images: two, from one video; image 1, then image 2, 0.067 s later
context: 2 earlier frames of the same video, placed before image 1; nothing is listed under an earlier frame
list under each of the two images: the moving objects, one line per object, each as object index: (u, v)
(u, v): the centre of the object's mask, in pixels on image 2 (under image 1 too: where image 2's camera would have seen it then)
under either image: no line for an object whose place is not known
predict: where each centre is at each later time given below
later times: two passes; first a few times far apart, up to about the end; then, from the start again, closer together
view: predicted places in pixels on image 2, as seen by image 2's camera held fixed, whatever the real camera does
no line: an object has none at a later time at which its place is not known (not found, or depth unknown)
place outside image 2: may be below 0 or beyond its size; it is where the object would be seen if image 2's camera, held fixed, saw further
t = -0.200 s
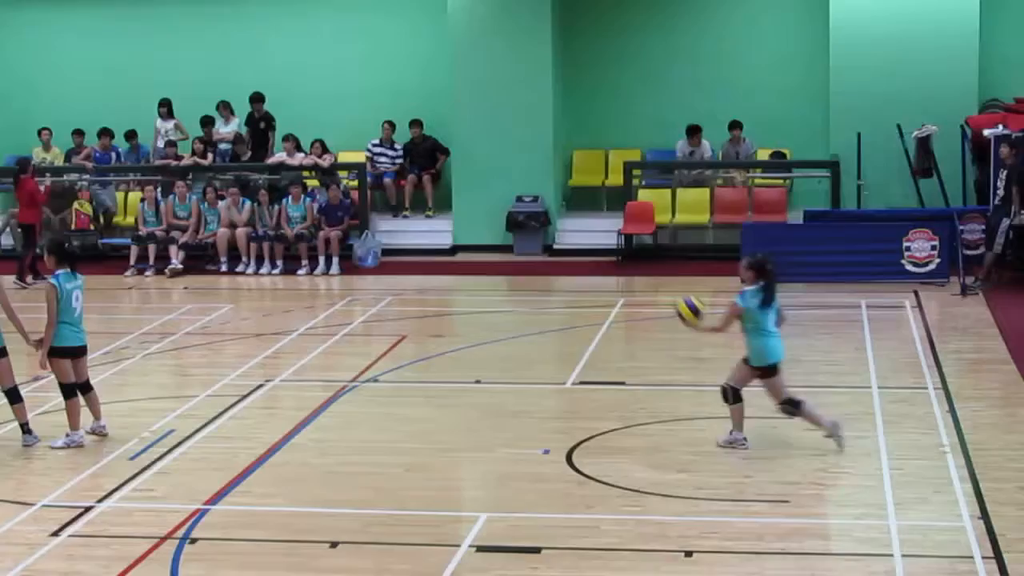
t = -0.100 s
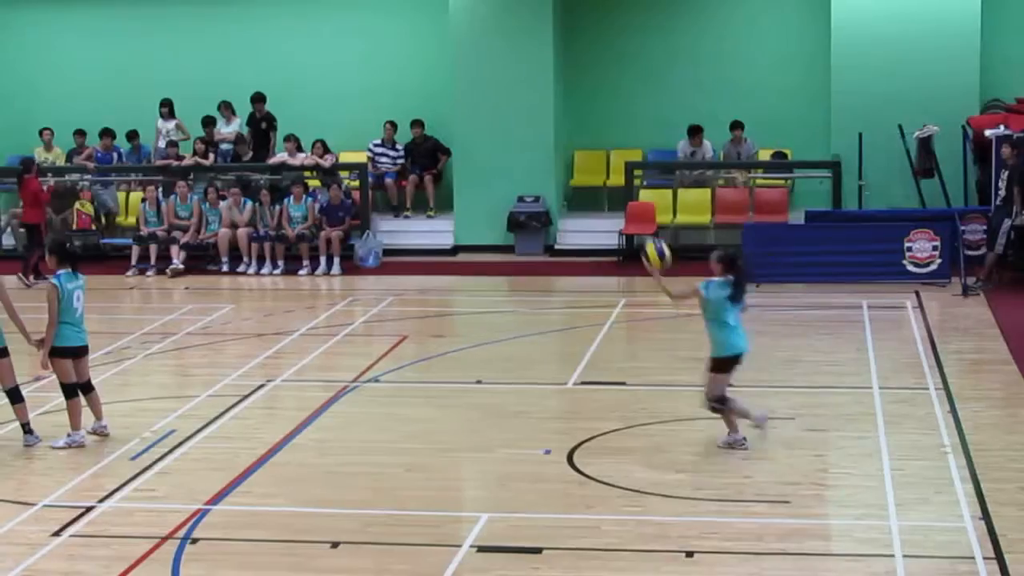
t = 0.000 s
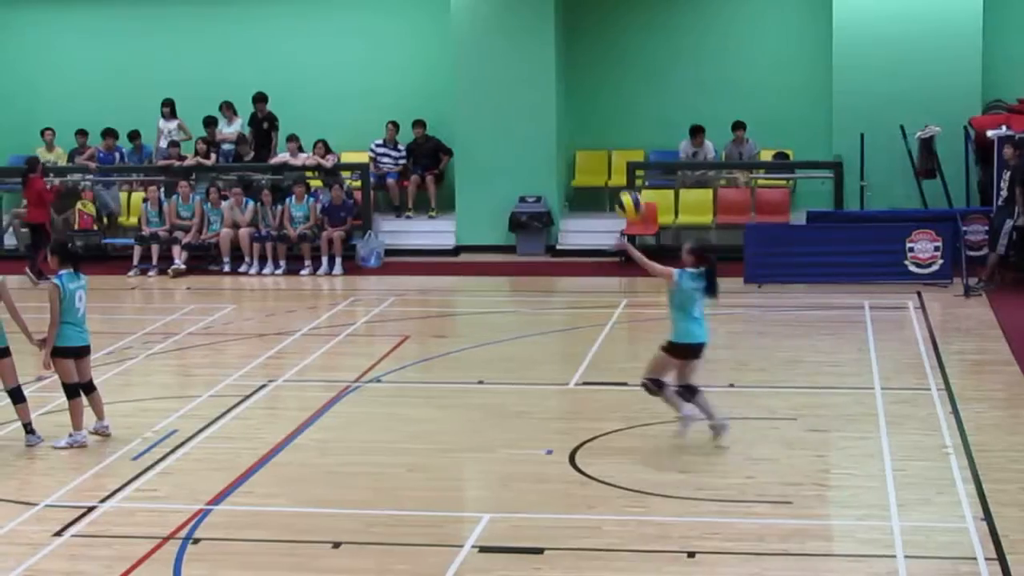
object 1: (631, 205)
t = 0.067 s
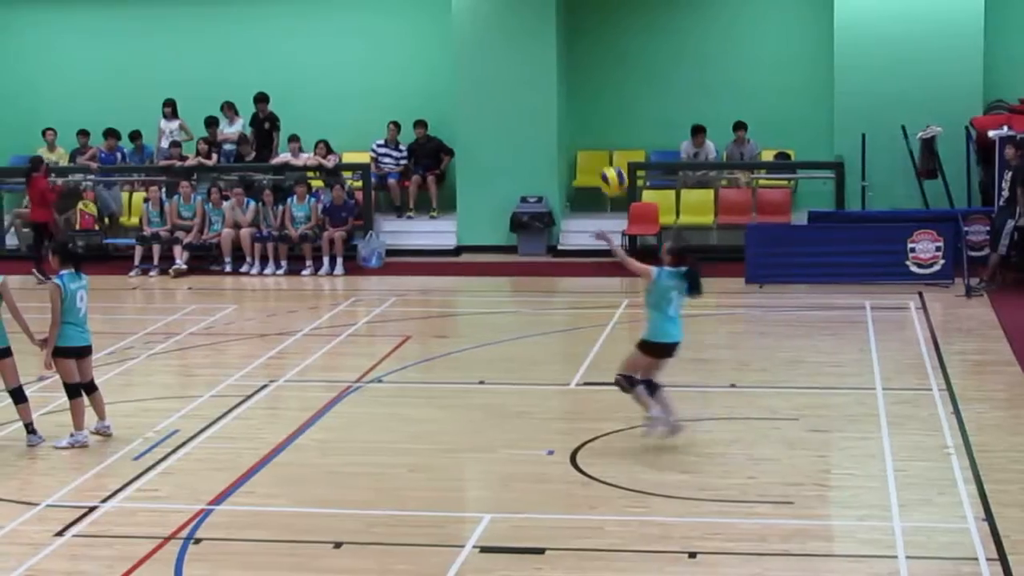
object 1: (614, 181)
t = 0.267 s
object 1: (558, 141)
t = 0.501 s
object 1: (497, 162)
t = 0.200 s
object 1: (575, 148)
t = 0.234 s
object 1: (568, 144)
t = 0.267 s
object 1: (558, 141)
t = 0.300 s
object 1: (549, 140)
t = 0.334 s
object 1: (540, 140)
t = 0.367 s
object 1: (531, 142)
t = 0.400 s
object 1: (523, 145)
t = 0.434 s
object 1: (514, 149)
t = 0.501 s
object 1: (497, 162)
